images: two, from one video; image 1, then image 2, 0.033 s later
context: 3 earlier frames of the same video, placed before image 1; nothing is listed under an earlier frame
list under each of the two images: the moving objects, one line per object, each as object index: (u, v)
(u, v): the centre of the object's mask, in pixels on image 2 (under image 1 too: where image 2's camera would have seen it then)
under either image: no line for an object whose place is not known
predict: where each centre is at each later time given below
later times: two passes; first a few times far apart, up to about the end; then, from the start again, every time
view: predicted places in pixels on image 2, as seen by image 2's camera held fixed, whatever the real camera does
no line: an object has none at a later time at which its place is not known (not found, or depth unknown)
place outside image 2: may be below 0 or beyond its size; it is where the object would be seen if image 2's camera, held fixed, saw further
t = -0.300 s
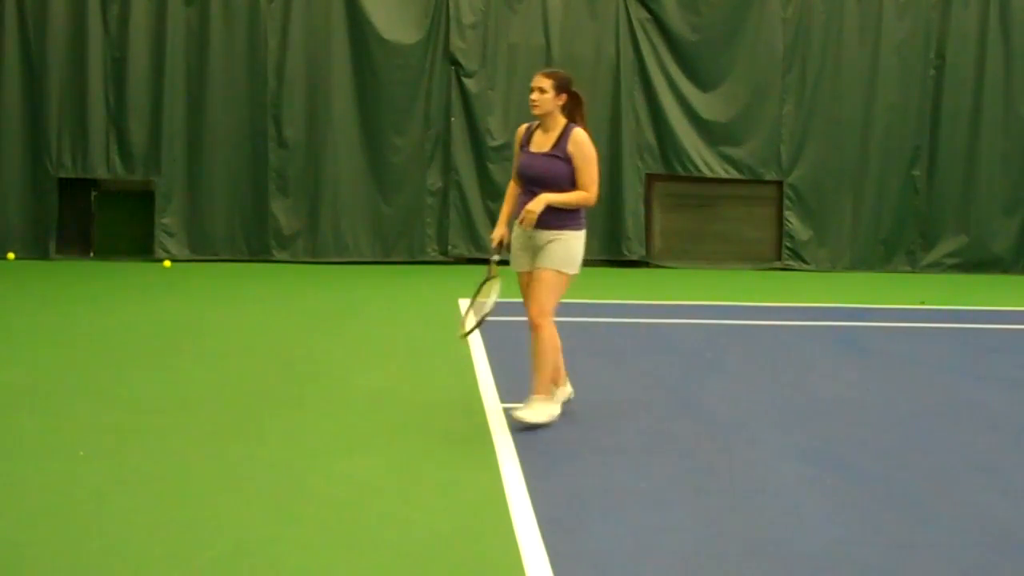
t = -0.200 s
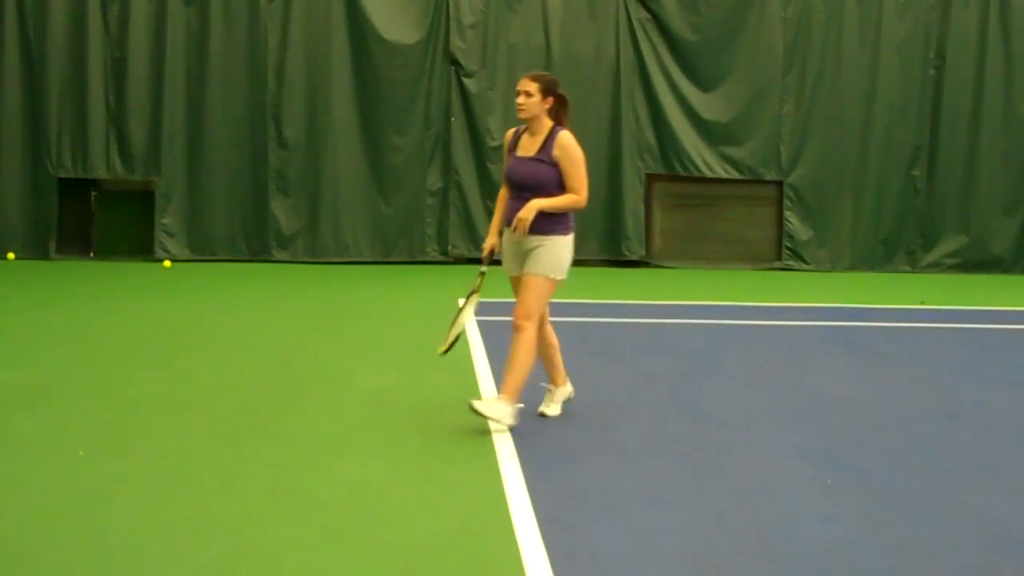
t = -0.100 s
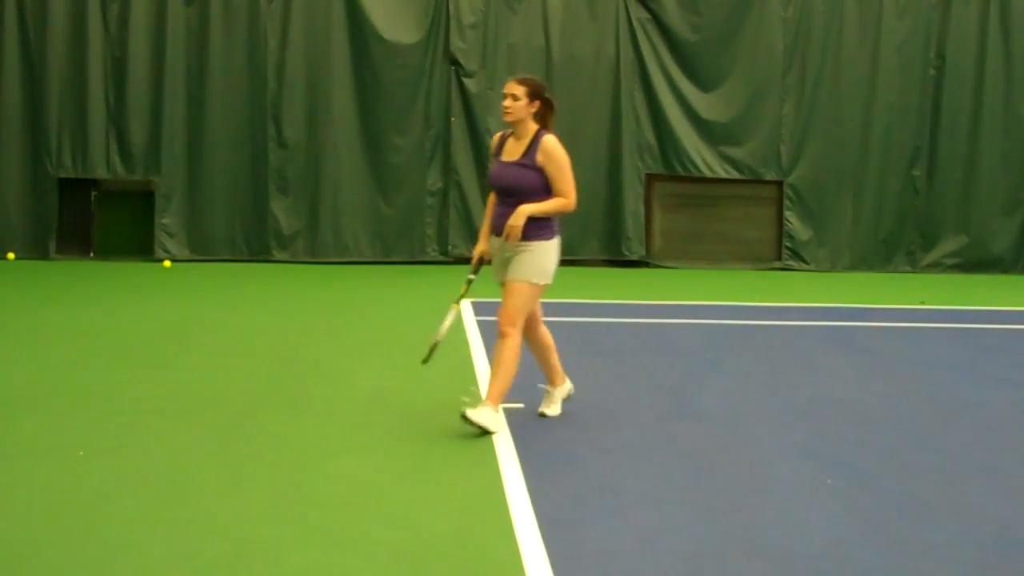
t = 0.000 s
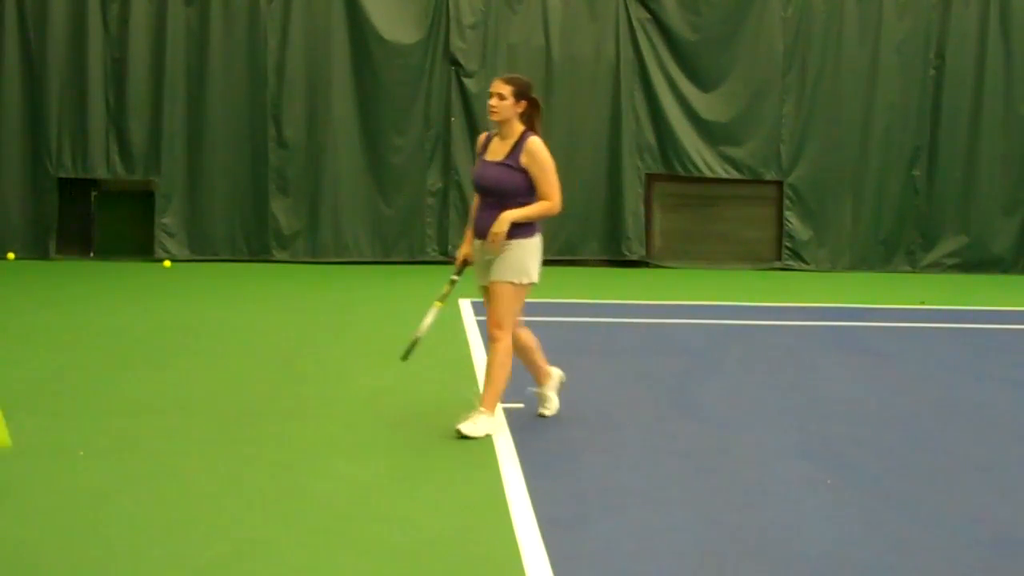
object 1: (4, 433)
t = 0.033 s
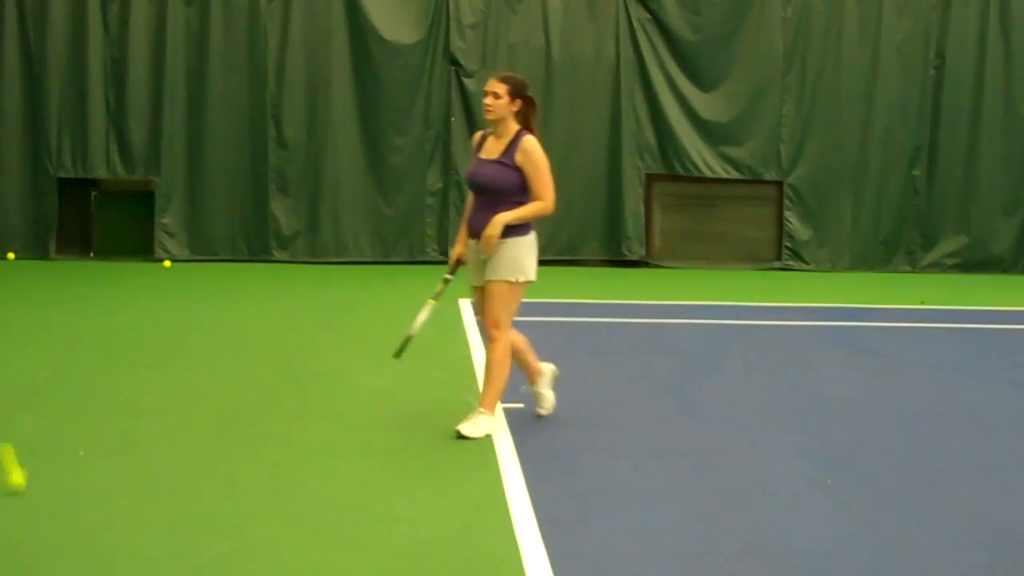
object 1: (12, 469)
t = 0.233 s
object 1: (70, 275)
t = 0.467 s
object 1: (135, 153)
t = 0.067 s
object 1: (24, 449)
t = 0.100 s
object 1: (33, 408)
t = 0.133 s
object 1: (42, 371)
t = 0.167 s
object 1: (51, 336)
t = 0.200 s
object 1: (61, 304)
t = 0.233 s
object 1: (70, 275)
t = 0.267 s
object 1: (79, 249)
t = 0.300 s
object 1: (89, 227)
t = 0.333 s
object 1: (98, 207)
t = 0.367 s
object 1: (107, 189)
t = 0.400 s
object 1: (116, 174)
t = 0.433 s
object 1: (125, 162)
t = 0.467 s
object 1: (135, 153)
